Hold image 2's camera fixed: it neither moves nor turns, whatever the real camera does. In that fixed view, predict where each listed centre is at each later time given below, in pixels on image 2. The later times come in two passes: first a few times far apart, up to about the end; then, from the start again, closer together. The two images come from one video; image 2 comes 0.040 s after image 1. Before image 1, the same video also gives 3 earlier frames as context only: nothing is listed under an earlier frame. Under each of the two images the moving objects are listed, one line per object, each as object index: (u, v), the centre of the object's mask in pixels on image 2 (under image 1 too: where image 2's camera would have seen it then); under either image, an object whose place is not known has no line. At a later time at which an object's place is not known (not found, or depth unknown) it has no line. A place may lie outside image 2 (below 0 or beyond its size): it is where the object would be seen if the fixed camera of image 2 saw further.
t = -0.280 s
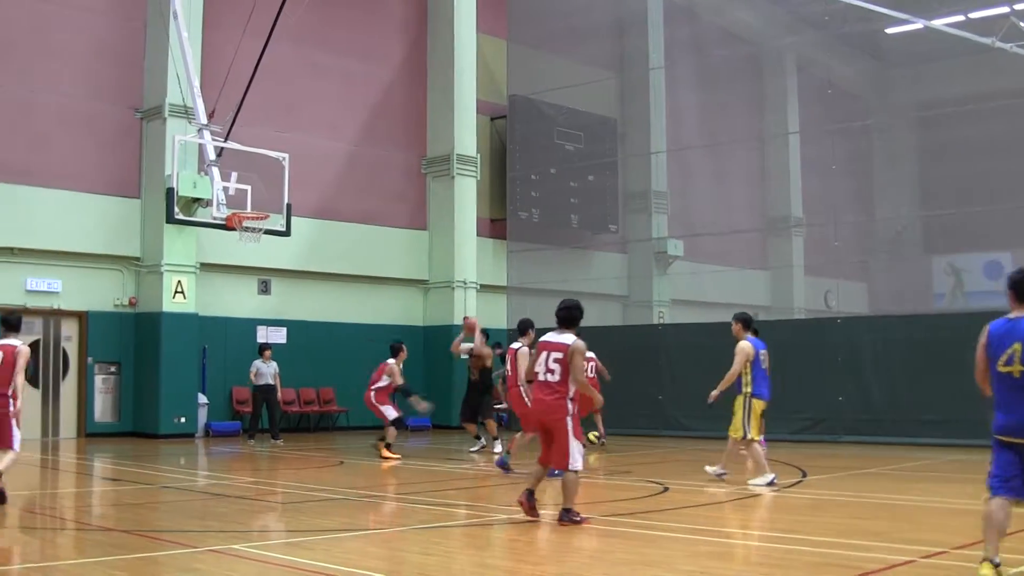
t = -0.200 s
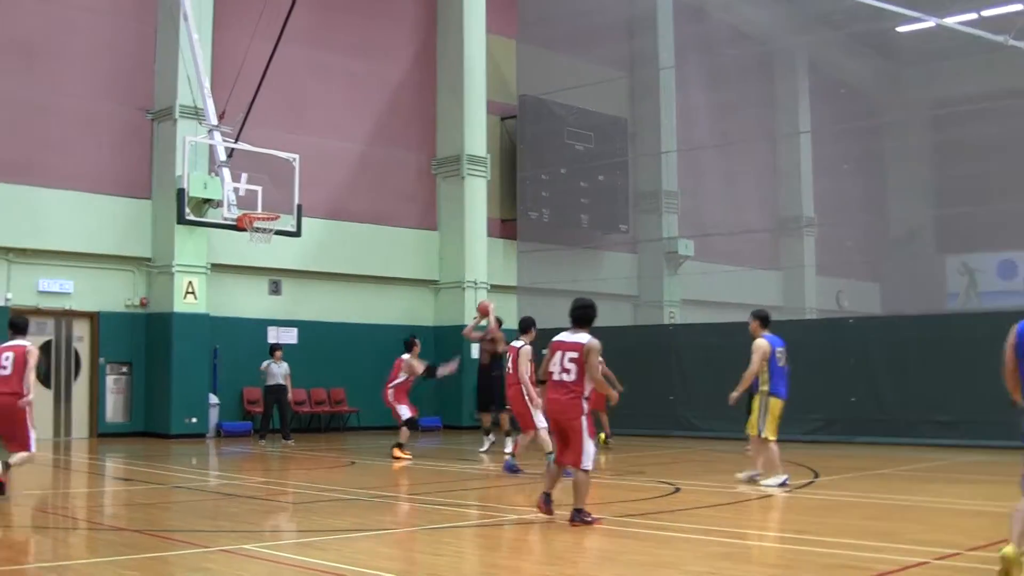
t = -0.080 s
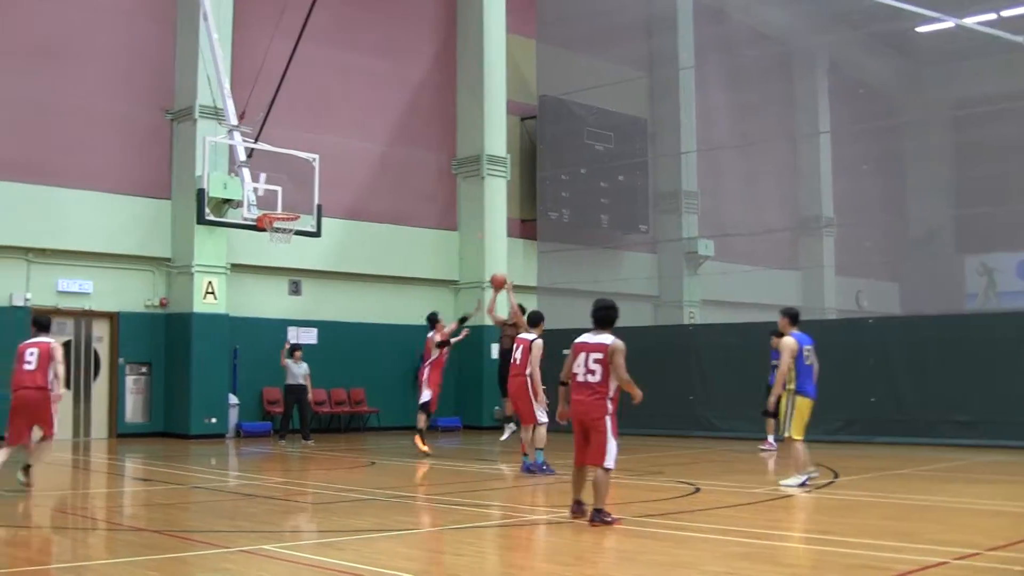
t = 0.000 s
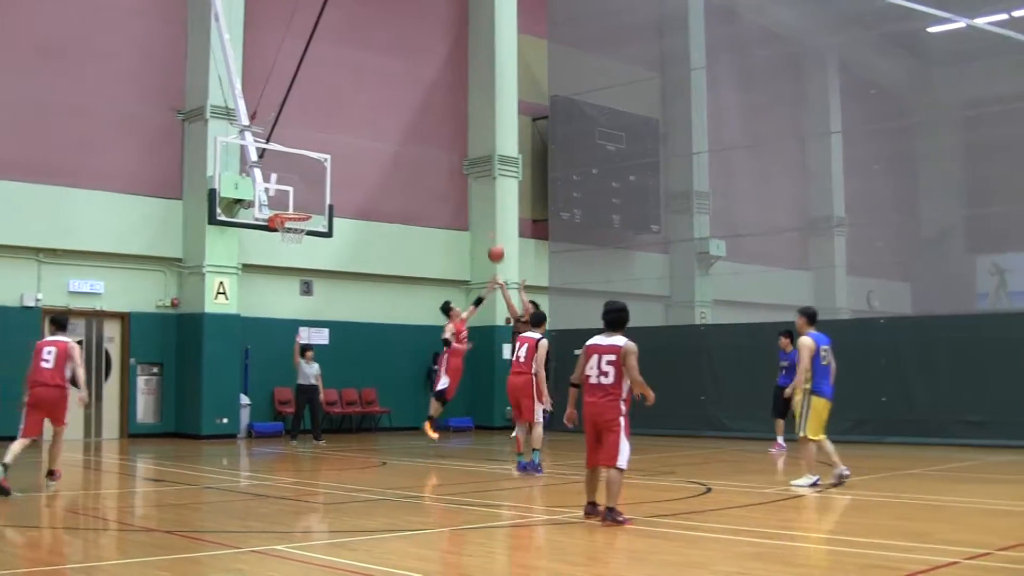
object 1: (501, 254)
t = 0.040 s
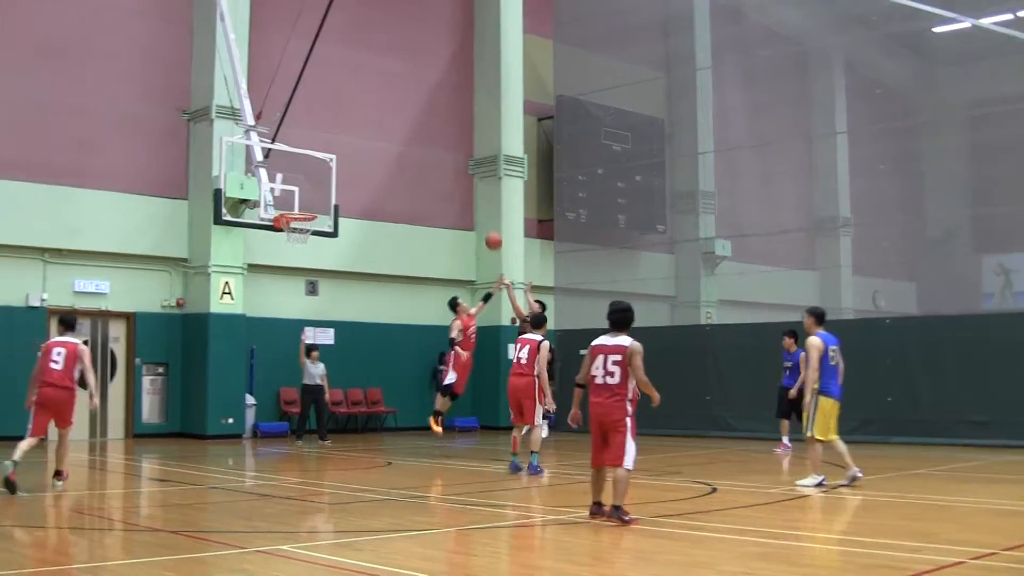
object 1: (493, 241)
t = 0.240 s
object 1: (453, 192)
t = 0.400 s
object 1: (420, 172)
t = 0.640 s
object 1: (369, 177)
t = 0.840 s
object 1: (324, 210)
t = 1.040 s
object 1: (352, 193)
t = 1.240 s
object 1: (381, 206)
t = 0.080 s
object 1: (486, 230)
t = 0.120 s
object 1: (477, 219)
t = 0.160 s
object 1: (470, 209)
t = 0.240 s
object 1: (453, 192)
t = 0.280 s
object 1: (445, 186)
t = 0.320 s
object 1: (437, 180)
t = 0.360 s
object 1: (428, 175)
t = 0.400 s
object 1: (420, 172)
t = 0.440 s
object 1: (412, 170)
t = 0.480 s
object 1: (404, 169)
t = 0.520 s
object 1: (394, 169)
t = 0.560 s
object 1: (386, 170)
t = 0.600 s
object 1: (378, 173)
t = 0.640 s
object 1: (369, 177)
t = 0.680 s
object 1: (360, 181)
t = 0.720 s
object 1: (350, 186)
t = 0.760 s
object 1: (342, 194)
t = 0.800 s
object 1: (332, 202)
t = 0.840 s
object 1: (324, 210)
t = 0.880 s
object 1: (330, 204)
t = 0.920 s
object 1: (334, 200)
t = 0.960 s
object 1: (341, 196)
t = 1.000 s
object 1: (347, 194)
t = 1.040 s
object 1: (352, 193)
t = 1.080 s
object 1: (358, 193)
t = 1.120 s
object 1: (364, 195)
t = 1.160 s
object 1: (370, 197)
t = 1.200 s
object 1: (375, 201)
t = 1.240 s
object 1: (381, 206)
